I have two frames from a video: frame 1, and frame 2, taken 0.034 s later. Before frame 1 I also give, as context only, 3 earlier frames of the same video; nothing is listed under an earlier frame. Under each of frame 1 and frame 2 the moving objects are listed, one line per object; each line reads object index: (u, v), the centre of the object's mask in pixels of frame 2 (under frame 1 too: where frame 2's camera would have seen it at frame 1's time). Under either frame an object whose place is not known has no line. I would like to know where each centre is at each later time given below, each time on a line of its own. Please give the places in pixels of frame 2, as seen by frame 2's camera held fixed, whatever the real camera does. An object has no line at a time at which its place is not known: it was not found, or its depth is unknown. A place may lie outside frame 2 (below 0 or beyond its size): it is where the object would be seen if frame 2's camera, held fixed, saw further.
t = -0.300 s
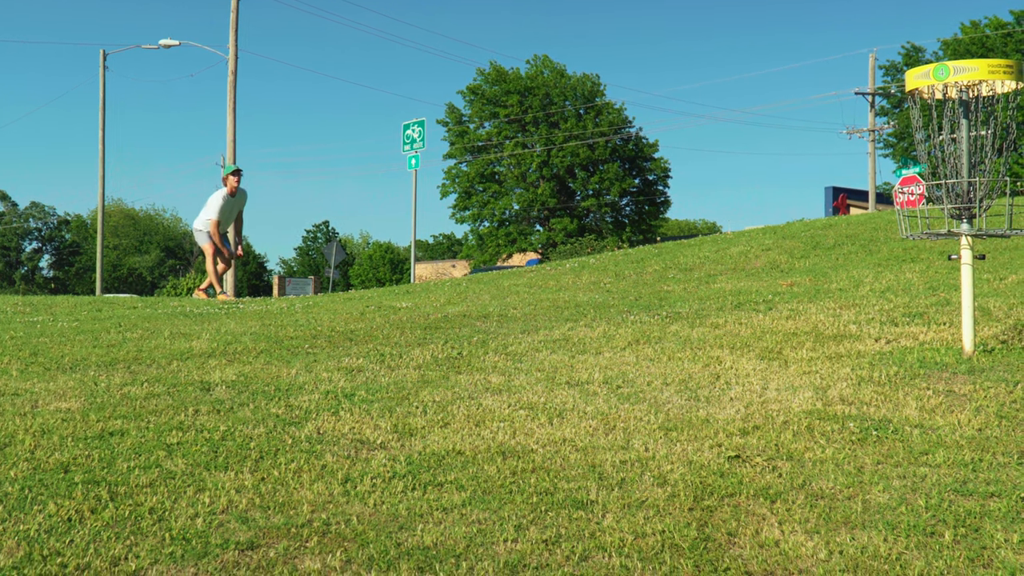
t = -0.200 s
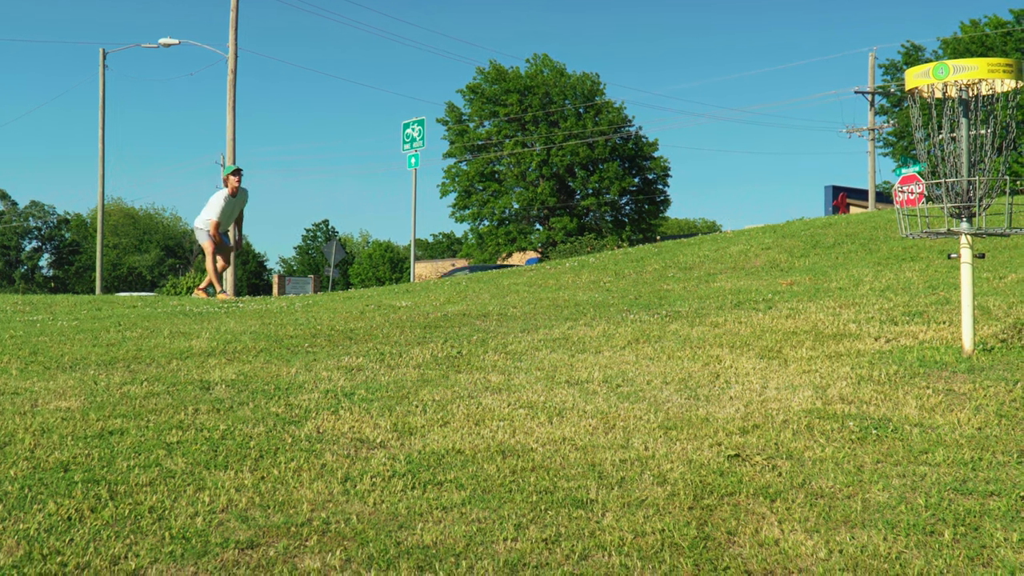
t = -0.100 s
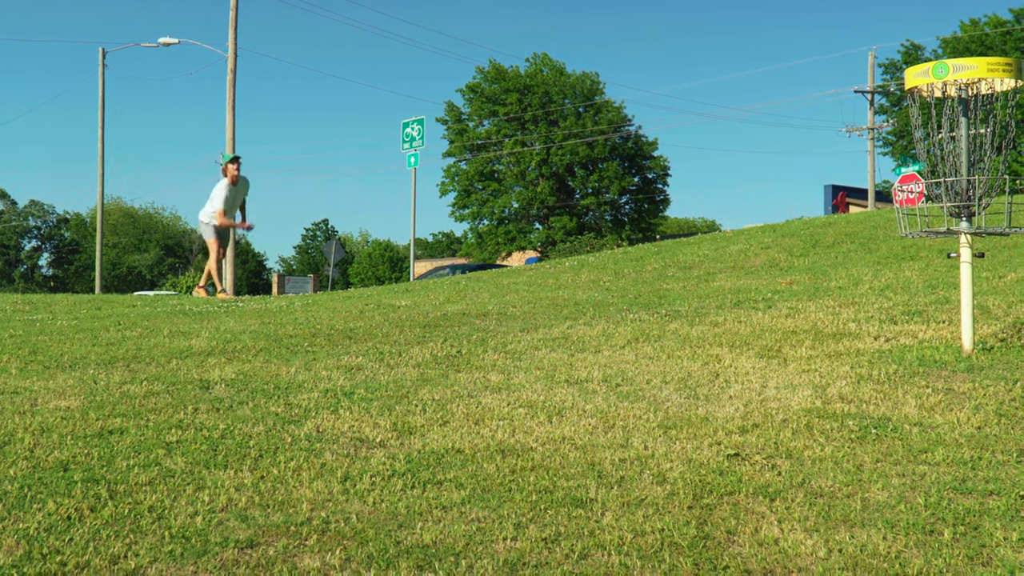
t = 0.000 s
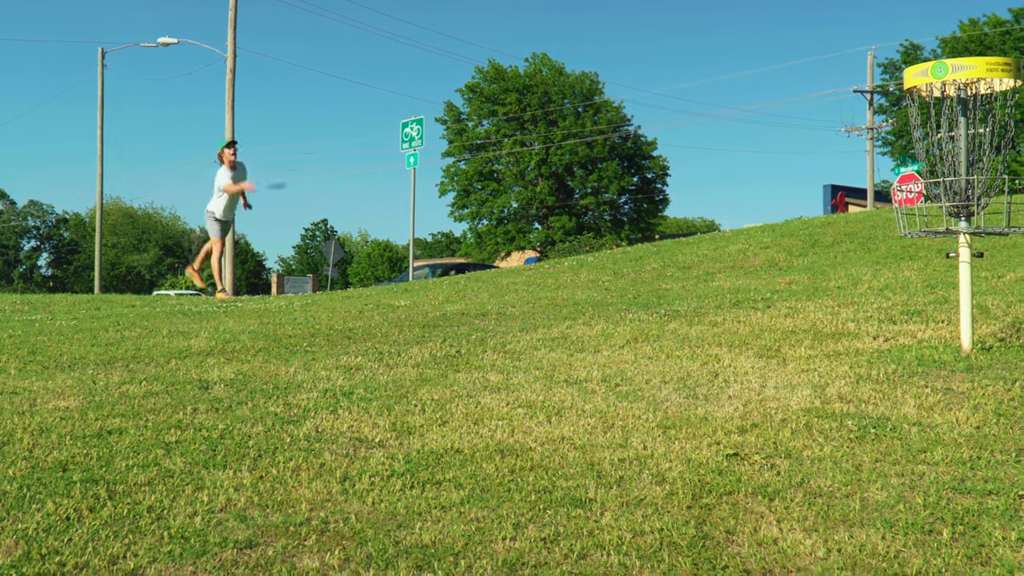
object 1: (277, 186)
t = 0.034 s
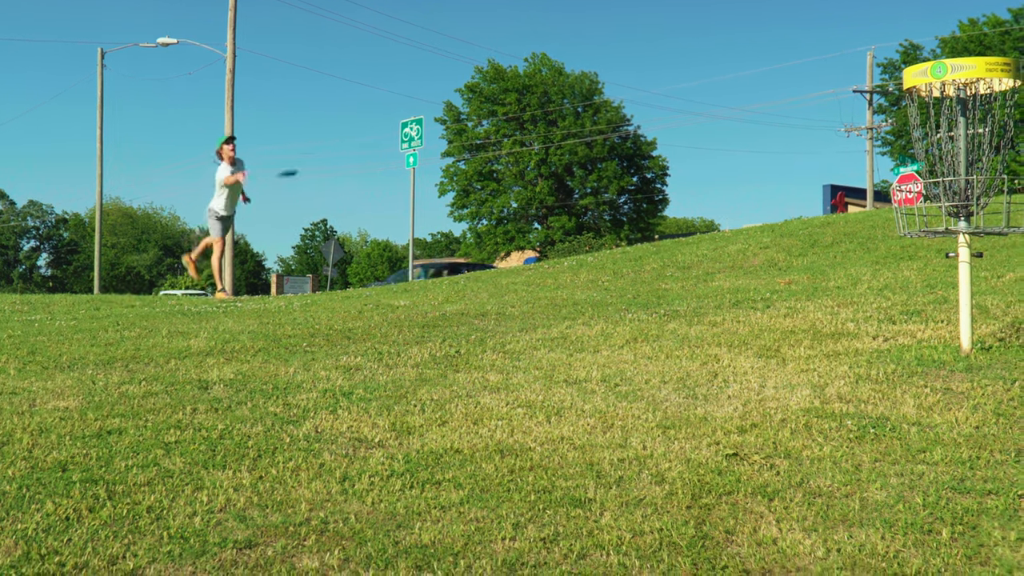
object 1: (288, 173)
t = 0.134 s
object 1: (324, 143)
